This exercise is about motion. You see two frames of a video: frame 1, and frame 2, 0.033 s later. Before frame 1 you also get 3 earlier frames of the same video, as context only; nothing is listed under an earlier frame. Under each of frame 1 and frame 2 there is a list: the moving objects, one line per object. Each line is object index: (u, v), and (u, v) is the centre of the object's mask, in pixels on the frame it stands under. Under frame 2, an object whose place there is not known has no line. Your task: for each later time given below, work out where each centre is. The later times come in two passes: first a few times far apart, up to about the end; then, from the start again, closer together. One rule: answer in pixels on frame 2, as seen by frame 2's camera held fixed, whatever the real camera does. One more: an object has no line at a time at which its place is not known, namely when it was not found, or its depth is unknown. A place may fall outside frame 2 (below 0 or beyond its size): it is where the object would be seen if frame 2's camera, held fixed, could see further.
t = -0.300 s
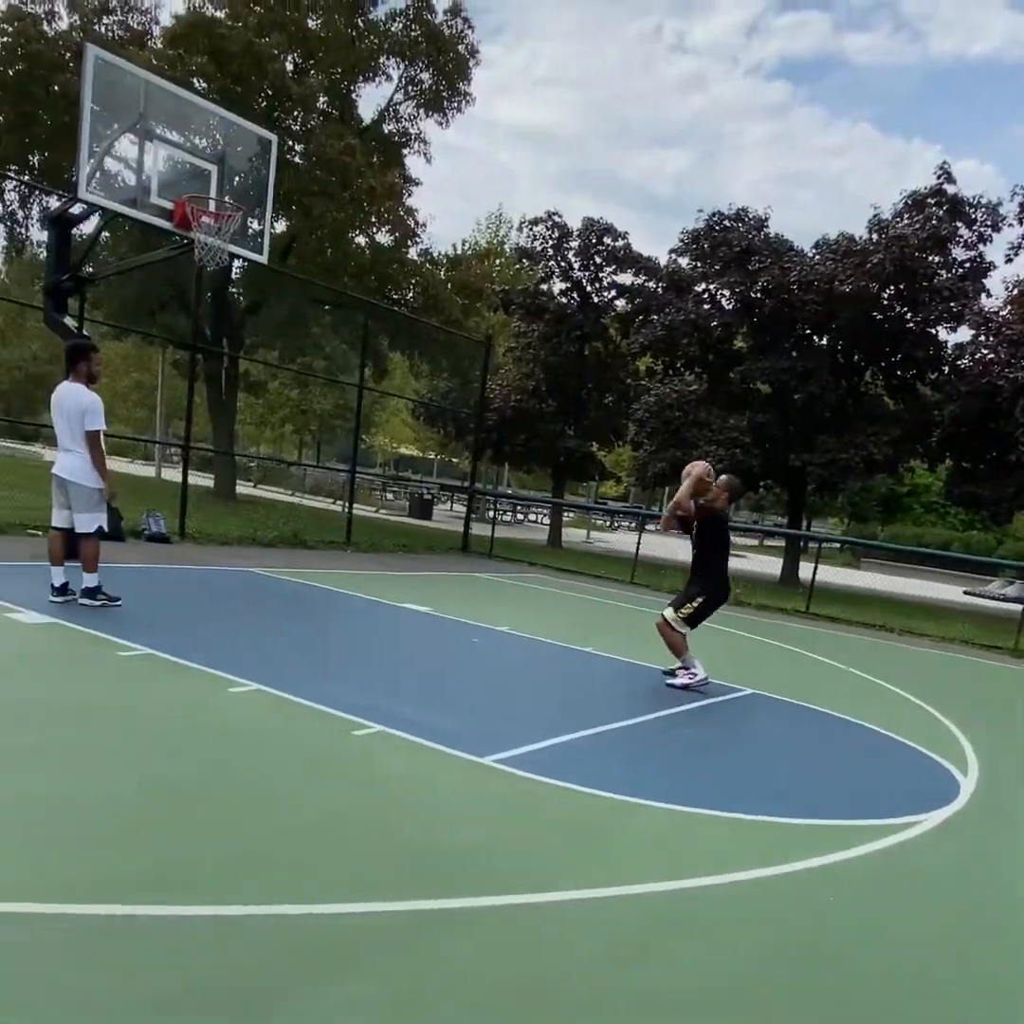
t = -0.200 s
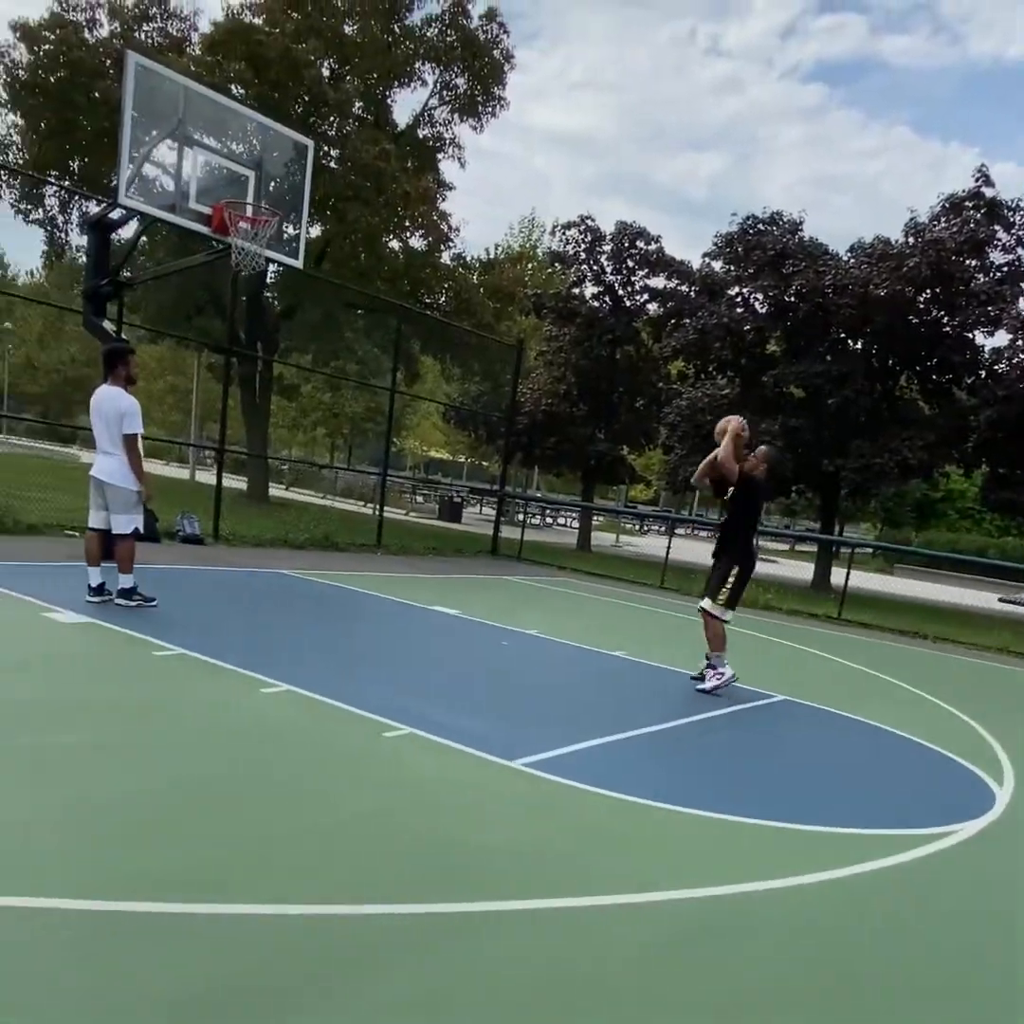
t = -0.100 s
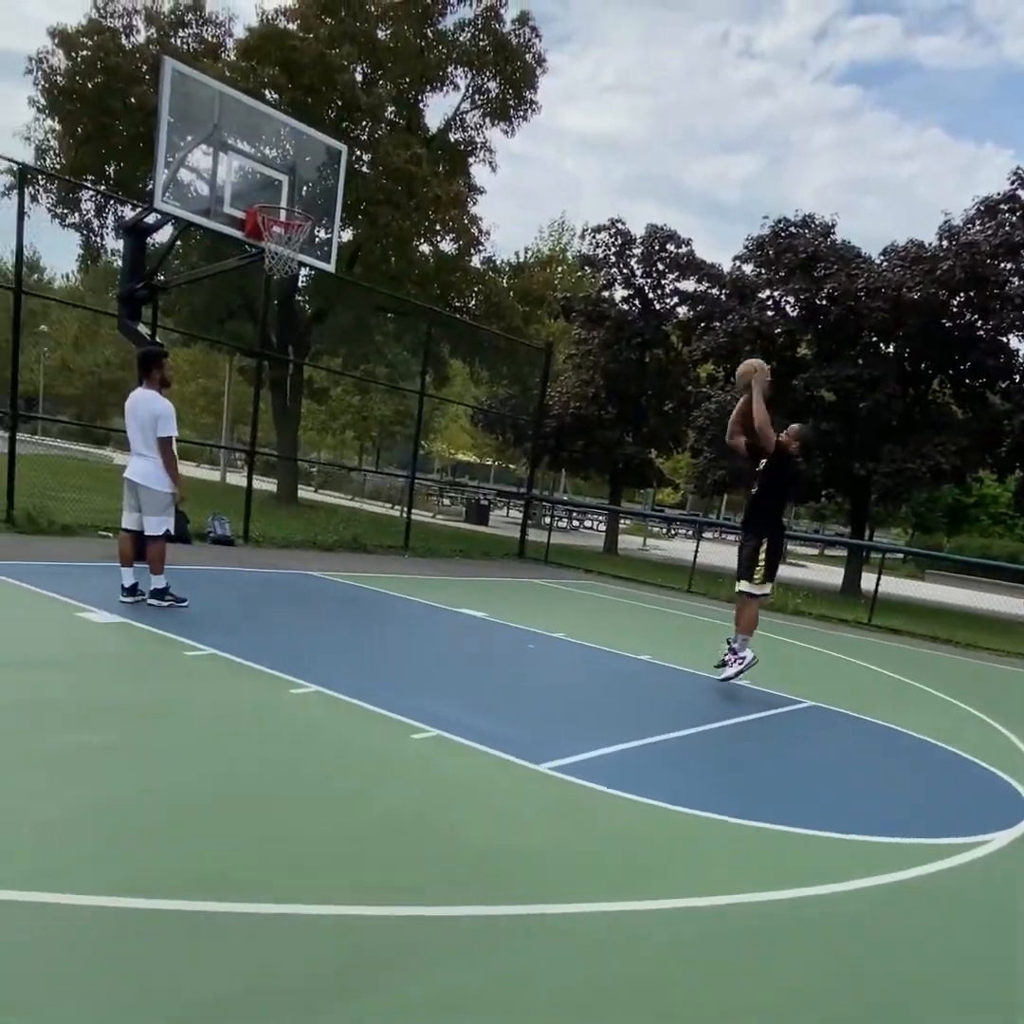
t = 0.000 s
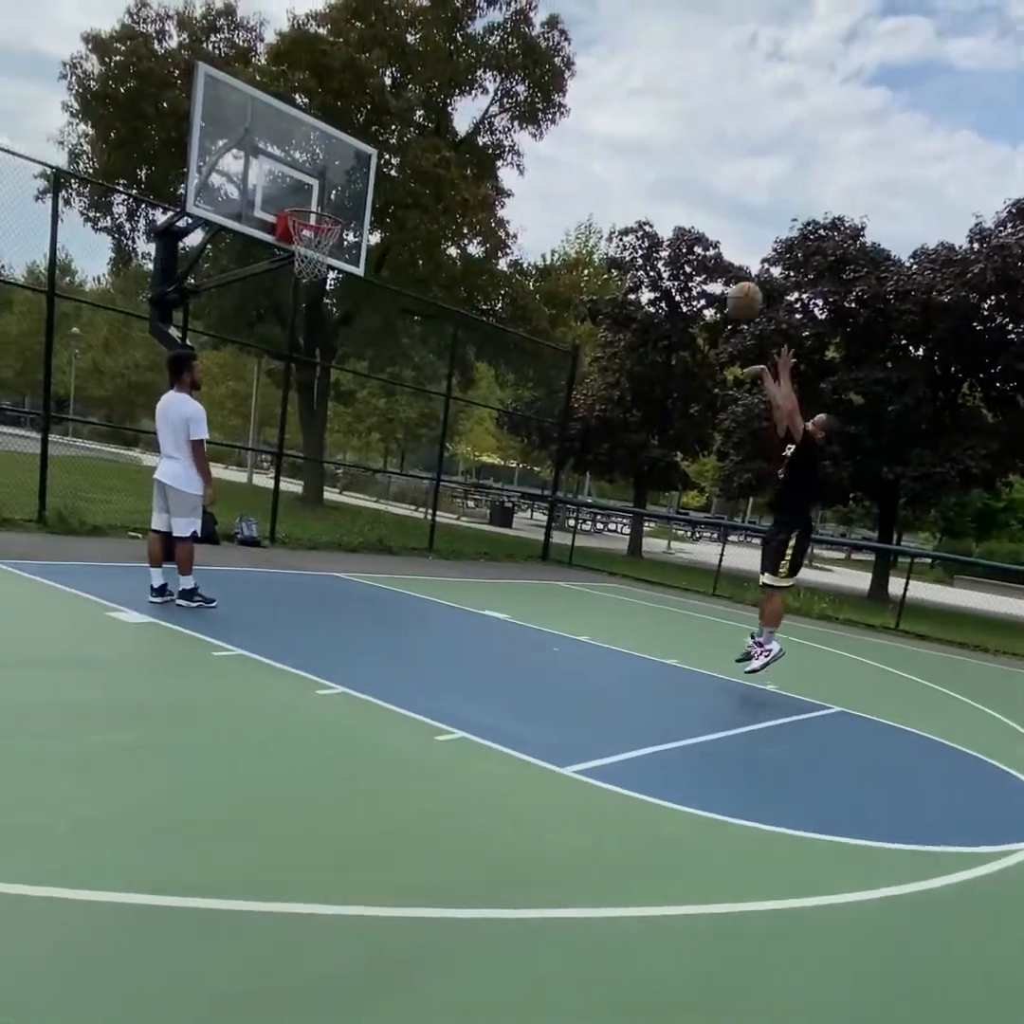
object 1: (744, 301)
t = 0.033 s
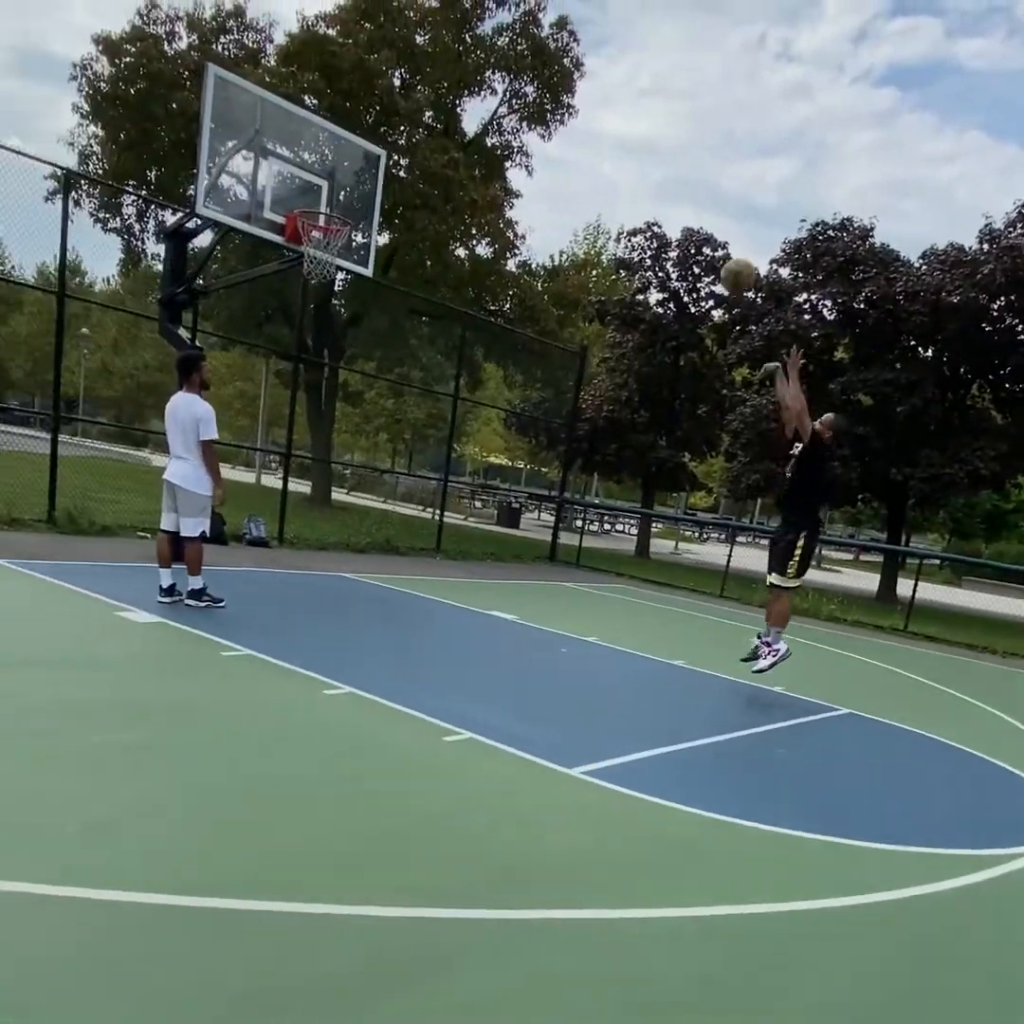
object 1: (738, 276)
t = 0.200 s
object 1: (660, 178)
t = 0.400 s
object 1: (564, 116)
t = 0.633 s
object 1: (449, 114)
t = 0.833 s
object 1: (354, 172)
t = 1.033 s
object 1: (347, 241)
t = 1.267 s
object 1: (340, 275)
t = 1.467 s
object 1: (324, 354)
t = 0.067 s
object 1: (722, 253)
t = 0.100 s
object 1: (708, 231)
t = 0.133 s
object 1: (691, 213)
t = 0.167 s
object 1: (676, 194)
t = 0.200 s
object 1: (660, 178)
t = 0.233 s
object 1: (644, 164)
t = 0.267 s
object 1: (629, 150)
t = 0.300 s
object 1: (612, 139)
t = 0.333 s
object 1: (596, 130)
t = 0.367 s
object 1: (581, 122)
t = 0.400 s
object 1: (564, 116)
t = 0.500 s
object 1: (515, 107)
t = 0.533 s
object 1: (498, 106)
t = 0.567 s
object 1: (481, 109)
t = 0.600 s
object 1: (465, 112)
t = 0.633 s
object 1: (449, 114)
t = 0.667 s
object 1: (432, 120)
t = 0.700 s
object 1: (416, 127)
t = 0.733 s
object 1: (402, 138)
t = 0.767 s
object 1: (385, 147)
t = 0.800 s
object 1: (370, 159)
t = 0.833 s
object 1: (354, 172)
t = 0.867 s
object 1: (339, 186)
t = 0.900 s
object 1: (322, 198)
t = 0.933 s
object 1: (312, 209)
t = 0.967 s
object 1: (324, 221)
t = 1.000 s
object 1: (341, 236)
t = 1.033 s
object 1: (347, 241)
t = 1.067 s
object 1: (346, 241)
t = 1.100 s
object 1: (345, 244)
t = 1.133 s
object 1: (346, 248)
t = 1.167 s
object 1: (345, 247)
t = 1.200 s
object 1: (344, 251)
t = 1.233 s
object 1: (341, 266)
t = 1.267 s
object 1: (340, 275)
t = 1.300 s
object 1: (337, 285)
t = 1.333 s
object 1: (335, 297)
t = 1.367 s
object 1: (331, 309)
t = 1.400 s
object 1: (329, 323)
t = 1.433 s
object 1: (326, 338)
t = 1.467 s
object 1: (324, 354)
